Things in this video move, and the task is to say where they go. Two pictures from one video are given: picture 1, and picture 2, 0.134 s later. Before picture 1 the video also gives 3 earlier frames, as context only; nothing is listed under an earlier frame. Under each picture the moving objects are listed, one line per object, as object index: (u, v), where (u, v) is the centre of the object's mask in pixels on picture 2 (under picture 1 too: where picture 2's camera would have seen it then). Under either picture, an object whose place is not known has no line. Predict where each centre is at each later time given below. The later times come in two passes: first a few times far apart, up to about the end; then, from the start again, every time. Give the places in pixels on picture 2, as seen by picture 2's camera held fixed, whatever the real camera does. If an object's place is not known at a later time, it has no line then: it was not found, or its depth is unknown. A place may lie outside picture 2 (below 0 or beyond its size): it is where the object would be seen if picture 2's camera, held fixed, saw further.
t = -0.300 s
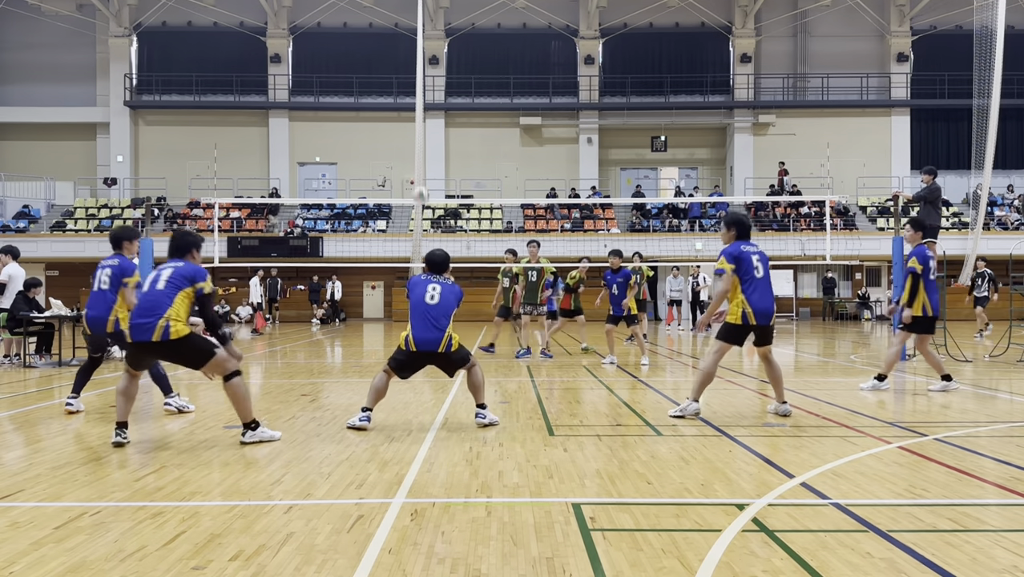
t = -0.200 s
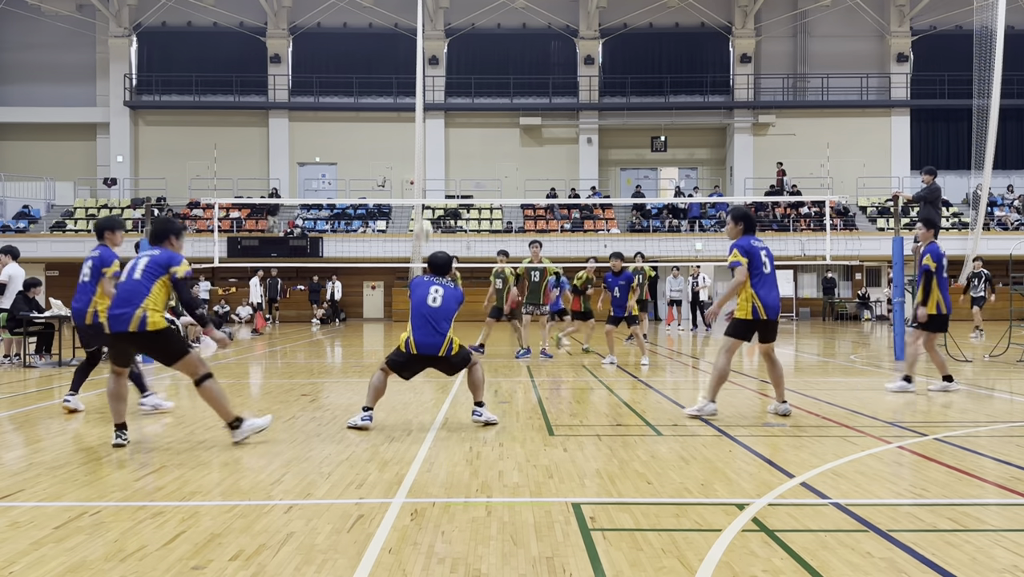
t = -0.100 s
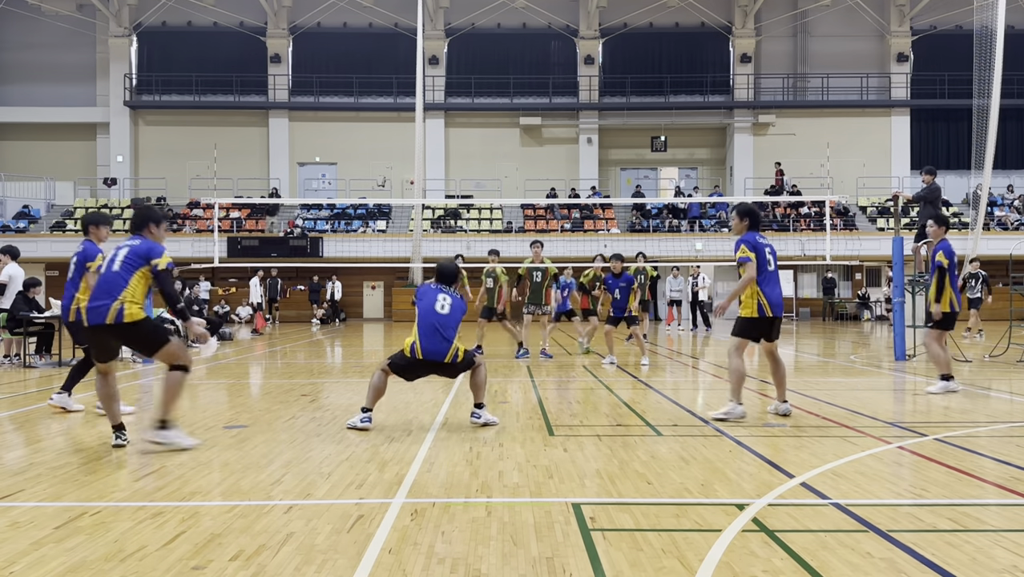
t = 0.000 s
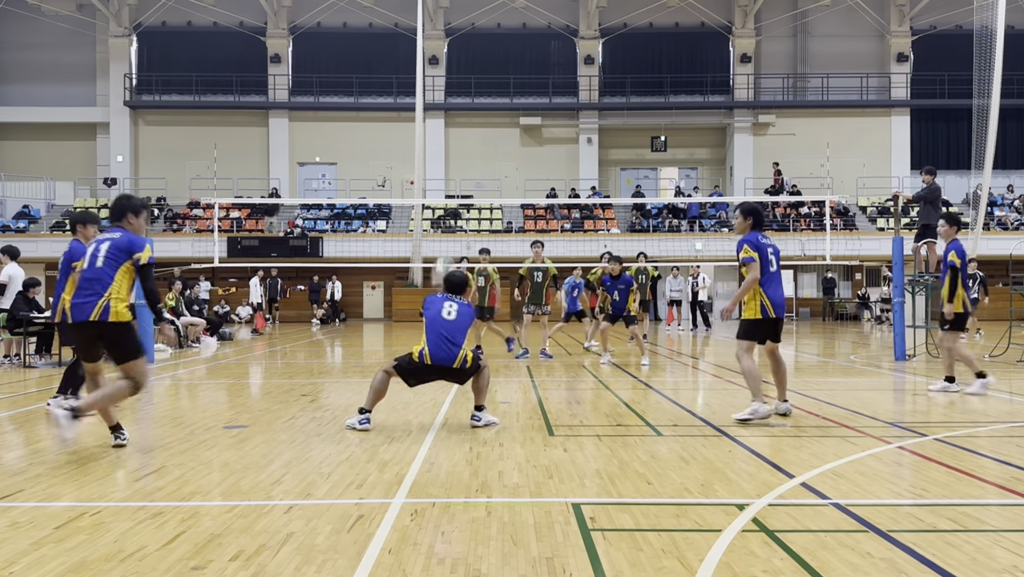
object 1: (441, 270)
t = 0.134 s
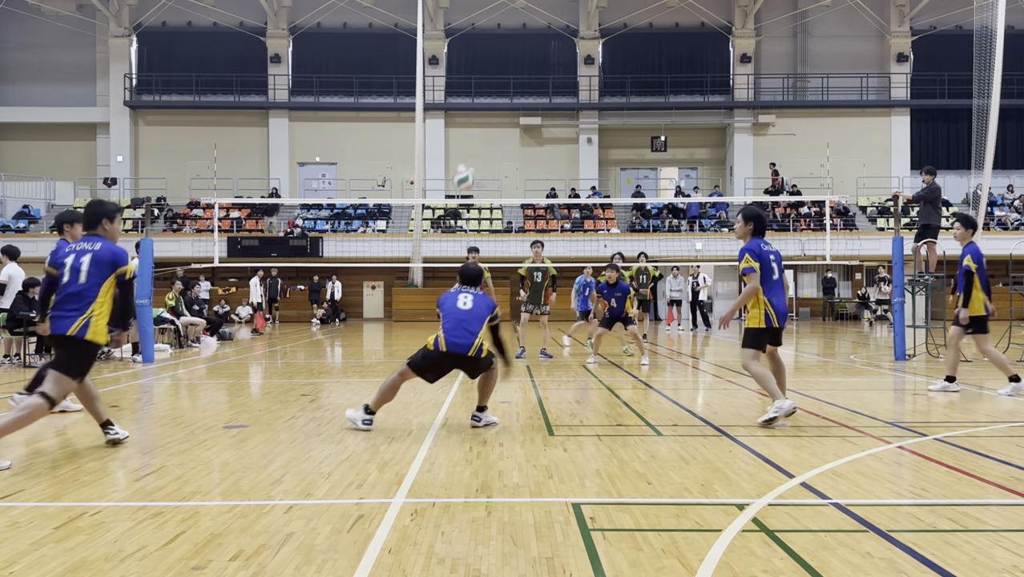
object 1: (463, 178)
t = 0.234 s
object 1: (476, 127)
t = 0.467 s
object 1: (503, 62)
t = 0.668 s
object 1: (522, 50)
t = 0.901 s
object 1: (541, 78)
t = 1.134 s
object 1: (557, 137)
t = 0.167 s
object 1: (468, 158)
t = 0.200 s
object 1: (472, 142)
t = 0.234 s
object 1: (476, 127)
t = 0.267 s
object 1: (480, 113)
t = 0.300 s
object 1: (484, 102)
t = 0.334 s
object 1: (488, 92)
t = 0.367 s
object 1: (492, 82)
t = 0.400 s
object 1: (496, 74)
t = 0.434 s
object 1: (499, 67)
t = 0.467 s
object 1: (503, 62)
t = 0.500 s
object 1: (506, 58)
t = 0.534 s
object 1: (509, 54)
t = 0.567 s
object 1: (513, 52)
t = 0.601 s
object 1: (516, 50)
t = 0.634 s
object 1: (519, 50)
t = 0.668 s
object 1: (522, 50)
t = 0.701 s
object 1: (525, 52)
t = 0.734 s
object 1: (528, 54)
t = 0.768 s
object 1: (530, 57)
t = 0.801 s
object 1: (533, 61)
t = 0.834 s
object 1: (535, 66)
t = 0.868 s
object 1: (538, 72)
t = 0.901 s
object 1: (541, 78)
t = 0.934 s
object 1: (544, 85)
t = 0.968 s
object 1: (546, 92)
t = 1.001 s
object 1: (548, 100)
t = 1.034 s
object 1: (551, 109)
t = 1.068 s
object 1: (553, 118)
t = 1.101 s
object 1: (555, 127)
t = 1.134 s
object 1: (557, 137)
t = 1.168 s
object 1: (560, 148)
